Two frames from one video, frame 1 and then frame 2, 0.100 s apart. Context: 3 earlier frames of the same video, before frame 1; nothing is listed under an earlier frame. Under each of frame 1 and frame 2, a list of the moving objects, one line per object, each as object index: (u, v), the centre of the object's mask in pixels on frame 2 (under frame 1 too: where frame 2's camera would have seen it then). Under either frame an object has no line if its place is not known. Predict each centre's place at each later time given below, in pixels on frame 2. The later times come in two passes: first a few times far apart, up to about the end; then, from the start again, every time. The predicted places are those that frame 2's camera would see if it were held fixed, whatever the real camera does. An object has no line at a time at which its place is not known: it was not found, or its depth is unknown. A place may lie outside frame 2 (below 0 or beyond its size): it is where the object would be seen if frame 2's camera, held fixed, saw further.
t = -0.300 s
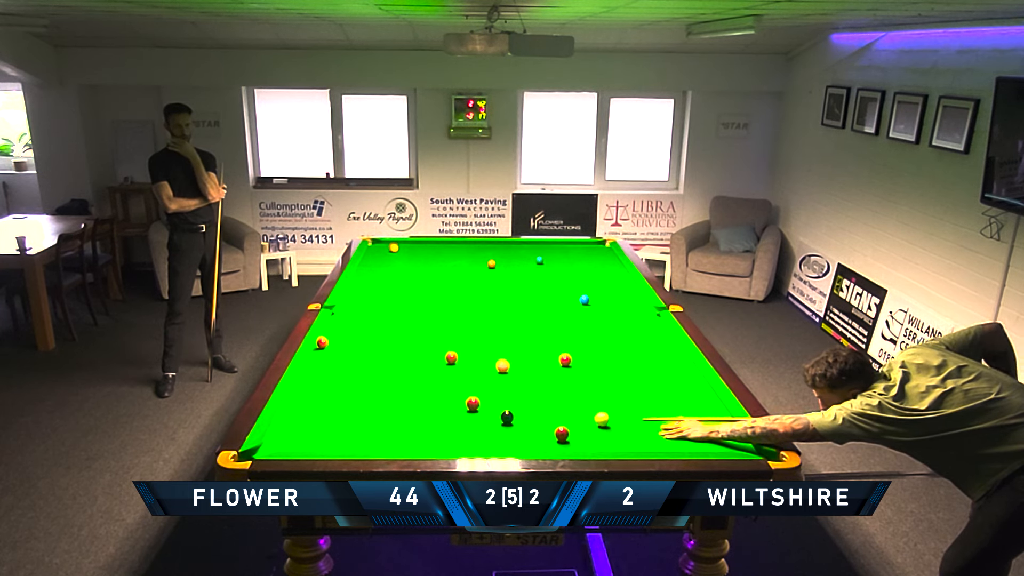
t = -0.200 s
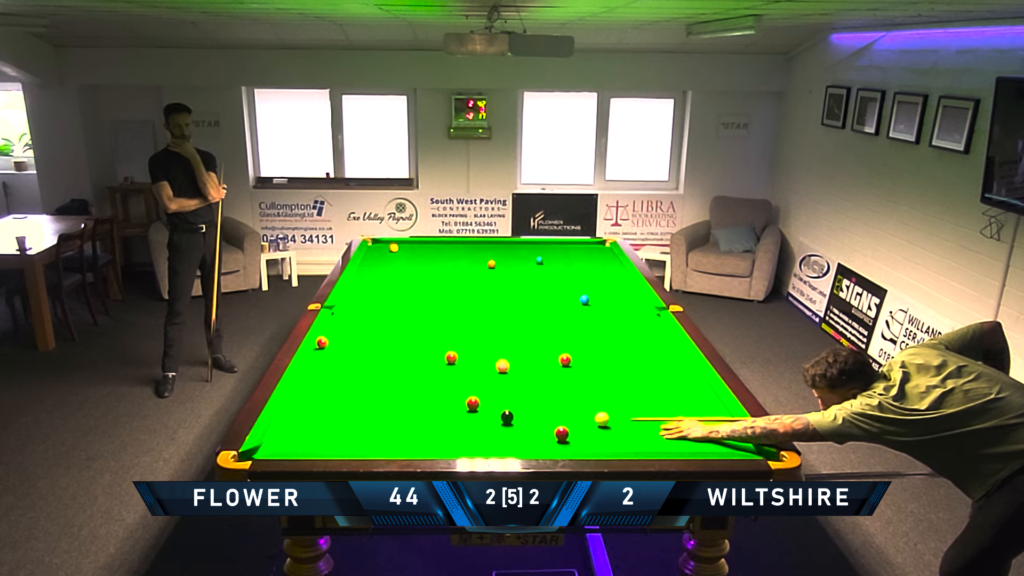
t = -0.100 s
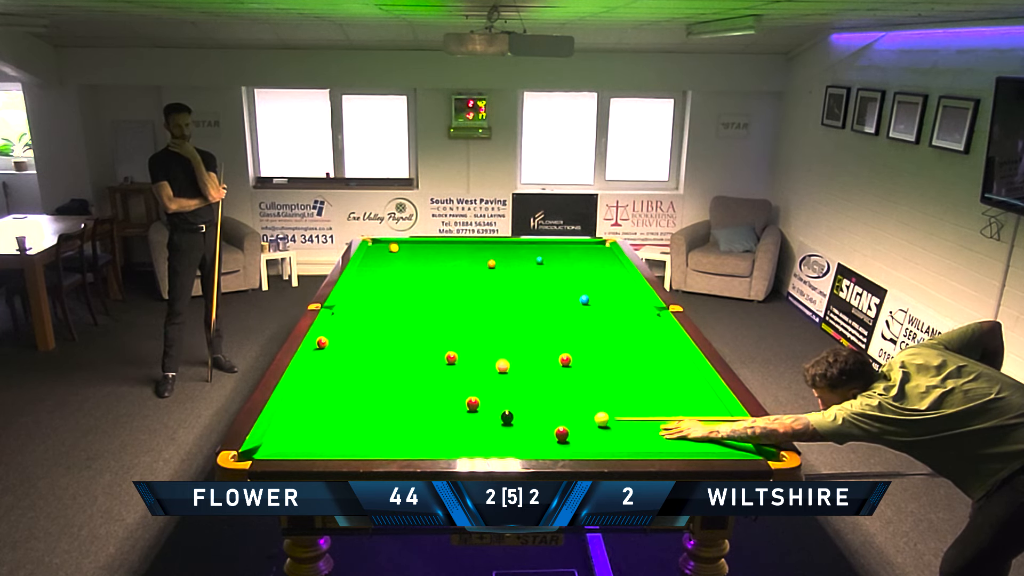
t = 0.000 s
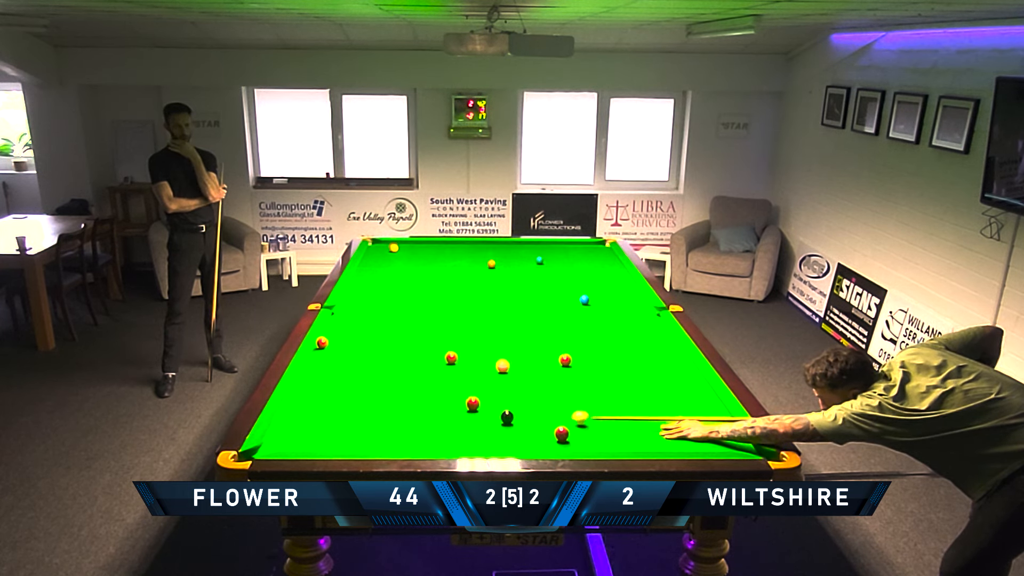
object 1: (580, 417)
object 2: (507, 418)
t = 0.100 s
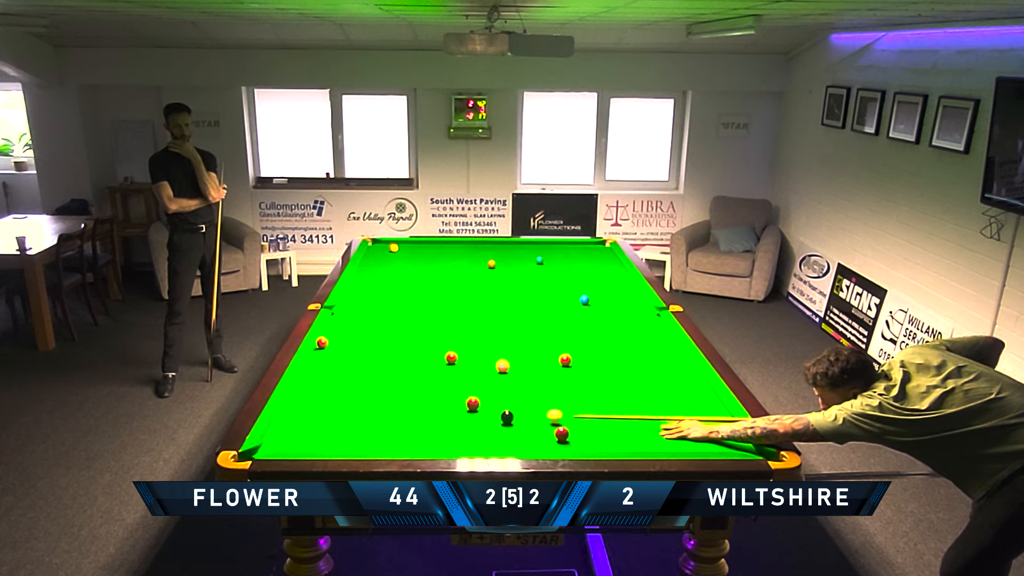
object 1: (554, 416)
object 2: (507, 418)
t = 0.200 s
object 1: (530, 415)
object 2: (507, 418)
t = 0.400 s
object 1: (508, 410)
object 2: (482, 421)
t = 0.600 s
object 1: (493, 404)
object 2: (456, 423)
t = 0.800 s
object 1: (482, 399)
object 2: (429, 427)
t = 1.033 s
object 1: (473, 393)
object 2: (399, 430)
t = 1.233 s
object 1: (466, 388)
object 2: (374, 433)
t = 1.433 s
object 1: (460, 384)
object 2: (349, 435)
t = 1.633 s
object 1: (454, 380)
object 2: (325, 438)
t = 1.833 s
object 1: (449, 377)
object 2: (302, 440)
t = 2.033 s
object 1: (444, 373)
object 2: (279, 442)
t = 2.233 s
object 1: (440, 370)
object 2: (277, 444)
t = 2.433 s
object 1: (435, 367)
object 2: (289, 445)
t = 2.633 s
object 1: (432, 365)
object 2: (300, 446)
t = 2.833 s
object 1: (429, 362)
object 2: (310, 447)
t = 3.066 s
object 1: (426, 360)
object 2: (321, 448)
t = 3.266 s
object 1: (424, 358)
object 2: (330, 448)
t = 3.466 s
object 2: (337, 447)
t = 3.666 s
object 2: (344, 447)
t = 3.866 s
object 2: (349, 447)
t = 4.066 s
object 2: (354, 447)
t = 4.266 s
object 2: (357, 446)
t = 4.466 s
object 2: (361, 446)
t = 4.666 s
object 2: (362, 446)
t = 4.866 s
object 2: (364, 446)
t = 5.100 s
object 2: (365, 446)
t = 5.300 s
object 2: (364, 446)
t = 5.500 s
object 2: (364, 446)
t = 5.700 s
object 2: (364, 446)
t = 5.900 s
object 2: (364, 446)
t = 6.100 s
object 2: (364, 446)
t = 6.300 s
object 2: (365, 446)
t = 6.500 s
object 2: (365, 446)
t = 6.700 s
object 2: (365, 445)
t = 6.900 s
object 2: (365, 446)
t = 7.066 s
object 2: (365, 445)
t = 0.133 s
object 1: (546, 416)
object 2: (507, 418)
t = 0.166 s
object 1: (538, 415)
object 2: (507, 418)
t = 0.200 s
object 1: (530, 415)
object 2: (507, 418)
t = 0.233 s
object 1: (522, 414)
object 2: (507, 418)
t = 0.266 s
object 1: (518, 414)
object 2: (503, 418)
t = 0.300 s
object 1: (516, 413)
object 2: (497, 419)
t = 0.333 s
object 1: (514, 412)
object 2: (491, 419)
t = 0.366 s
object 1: (511, 411)
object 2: (487, 420)
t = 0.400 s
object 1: (508, 410)
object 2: (482, 421)
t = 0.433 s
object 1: (506, 409)
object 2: (478, 421)
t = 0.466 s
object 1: (503, 408)
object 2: (473, 422)
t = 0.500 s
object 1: (501, 407)
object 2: (469, 422)
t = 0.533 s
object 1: (498, 406)
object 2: (464, 423)
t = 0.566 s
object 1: (495, 405)
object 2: (460, 423)
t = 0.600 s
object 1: (493, 404)
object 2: (456, 423)
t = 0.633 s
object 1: (491, 404)
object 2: (451, 424)
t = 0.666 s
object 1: (488, 402)
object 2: (447, 425)
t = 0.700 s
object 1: (486, 402)
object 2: (442, 425)
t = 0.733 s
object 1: (484, 401)
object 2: (438, 426)
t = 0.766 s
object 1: (483, 400)
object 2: (433, 426)
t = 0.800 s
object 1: (482, 399)
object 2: (429, 427)
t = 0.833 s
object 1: (480, 398)
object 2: (425, 427)
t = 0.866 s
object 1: (479, 397)
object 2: (420, 428)
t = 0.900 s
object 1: (478, 396)
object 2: (416, 428)
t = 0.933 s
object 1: (476, 395)
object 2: (412, 429)
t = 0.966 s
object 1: (475, 395)
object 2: (407, 429)
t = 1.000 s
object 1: (474, 394)
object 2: (403, 430)
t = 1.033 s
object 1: (473, 393)
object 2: (399, 430)
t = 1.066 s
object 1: (472, 392)
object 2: (395, 430)
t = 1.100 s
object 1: (471, 391)
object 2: (391, 431)
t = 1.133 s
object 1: (469, 391)
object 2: (386, 431)
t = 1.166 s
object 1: (468, 390)
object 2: (382, 432)
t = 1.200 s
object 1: (467, 389)
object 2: (378, 432)
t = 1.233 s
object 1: (466, 388)
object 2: (374, 433)
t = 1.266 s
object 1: (465, 387)
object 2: (370, 433)
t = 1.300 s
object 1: (464, 387)
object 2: (365, 434)
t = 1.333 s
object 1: (463, 386)
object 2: (361, 434)
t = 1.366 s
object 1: (462, 385)
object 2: (357, 434)
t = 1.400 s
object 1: (461, 385)
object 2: (353, 435)
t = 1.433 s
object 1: (460, 384)
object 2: (349, 435)
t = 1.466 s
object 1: (459, 383)
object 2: (345, 436)
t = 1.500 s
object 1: (458, 383)
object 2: (341, 436)
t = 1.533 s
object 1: (457, 382)
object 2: (337, 437)
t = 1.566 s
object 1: (456, 381)
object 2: (333, 437)
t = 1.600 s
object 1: (455, 381)
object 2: (329, 437)
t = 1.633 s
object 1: (454, 380)
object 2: (325, 438)
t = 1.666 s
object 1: (453, 380)
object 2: (321, 438)
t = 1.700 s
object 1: (452, 379)
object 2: (317, 439)
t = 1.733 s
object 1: (451, 378)
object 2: (313, 439)
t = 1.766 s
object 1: (450, 378)
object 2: (309, 439)
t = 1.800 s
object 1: (450, 377)
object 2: (305, 440)
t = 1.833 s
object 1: (449, 377)
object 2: (302, 440)
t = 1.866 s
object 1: (448, 376)
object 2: (298, 441)
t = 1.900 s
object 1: (447, 375)
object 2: (294, 441)
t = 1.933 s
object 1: (446, 374)
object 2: (290, 441)
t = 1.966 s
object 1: (446, 374)
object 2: (286, 441)
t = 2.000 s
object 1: (445, 373)
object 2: (282, 442)
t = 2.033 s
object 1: (444, 373)
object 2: (279, 442)
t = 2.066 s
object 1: (443, 373)
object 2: (275, 443)
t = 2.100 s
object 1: (442, 372)
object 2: (271, 443)
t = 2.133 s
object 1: (442, 371)
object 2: (271, 443)
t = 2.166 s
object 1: (441, 371)
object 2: (273, 444)
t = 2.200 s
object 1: (440, 371)
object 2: (275, 444)
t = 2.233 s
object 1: (440, 370)
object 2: (277, 444)
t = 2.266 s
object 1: (439, 370)
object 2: (279, 444)
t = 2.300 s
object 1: (438, 369)
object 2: (281, 444)
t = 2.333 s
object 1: (437, 369)
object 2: (283, 445)
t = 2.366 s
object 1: (437, 368)
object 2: (285, 445)
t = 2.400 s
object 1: (436, 368)
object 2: (287, 445)
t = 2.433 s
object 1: (435, 367)
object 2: (289, 445)
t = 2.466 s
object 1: (435, 367)
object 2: (291, 445)
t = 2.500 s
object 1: (434, 367)
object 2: (293, 445)
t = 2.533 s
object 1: (433, 366)
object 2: (295, 446)
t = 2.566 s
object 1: (433, 366)
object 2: (296, 446)
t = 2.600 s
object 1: (432, 365)
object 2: (298, 446)
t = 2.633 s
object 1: (432, 365)
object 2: (300, 446)
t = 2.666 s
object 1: (431, 364)
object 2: (302, 446)
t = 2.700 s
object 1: (431, 364)
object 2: (304, 446)
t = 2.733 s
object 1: (430, 364)
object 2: (305, 446)
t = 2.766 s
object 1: (430, 363)
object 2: (307, 447)
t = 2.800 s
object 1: (429, 363)
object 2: (309, 447)
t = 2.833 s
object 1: (429, 362)
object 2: (310, 447)
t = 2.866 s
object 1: (428, 362)
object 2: (312, 447)
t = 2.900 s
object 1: (428, 362)
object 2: (314, 447)
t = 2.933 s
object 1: (427, 362)
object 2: (315, 447)
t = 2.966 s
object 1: (427, 361)
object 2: (317, 447)
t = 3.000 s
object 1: (427, 361)
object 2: (318, 447)
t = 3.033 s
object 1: (426, 361)
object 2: (320, 448)
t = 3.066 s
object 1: (426, 360)
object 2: (321, 448)
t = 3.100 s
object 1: (425, 360)
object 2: (323, 448)
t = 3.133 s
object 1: (425, 359)
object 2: (324, 448)
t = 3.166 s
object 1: (425, 359)
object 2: (326, 448)
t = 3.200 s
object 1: (424, 359)
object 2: (327, 448)
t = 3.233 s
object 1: (424, 359)
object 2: (328, 448)
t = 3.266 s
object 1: (424, 358)
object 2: (330, 448)
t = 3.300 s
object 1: (423, 358)
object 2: (331, 448)
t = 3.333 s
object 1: (423, 358)
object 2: (332, 448)
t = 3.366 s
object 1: (423, 358)
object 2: (334, 447)
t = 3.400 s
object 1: (422, 358)
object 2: (335, 447)
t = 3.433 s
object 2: (336, 447)
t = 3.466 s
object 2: (337, 447)
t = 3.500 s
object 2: (338, 447)
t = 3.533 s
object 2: (339, 447)
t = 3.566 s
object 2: (341, 447)
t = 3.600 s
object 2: (342, 447)
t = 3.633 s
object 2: (343, 447)
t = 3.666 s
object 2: (344, 447)
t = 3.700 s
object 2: (345, 447)
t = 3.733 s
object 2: (346, 447)
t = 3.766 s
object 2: (347, 447)
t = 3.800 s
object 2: (347, 447)
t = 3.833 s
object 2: (348, 447)
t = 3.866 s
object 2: (349, 447)
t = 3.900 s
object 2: (350, 447)
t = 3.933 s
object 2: (351, 447)
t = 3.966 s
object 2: (352, 447)
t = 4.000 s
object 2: (352, 447)
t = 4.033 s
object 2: (353, 447)
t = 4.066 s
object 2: (354, 447)
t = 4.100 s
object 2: (354, 447)
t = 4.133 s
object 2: (355, 447)
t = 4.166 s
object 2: (356, 446)
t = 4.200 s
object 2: (356, 447)
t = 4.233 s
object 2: (357, 446)
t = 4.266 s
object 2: (357, 446)
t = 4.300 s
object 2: (358, 446)
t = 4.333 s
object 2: (359, 446)
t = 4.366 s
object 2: (359, 446)
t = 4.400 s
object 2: (360, 446)
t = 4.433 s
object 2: (360, 446)
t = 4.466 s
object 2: (361, 446)
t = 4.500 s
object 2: (361, 446)
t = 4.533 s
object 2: (361, 446)
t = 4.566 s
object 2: (362, 446)
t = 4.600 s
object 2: (362, 446)
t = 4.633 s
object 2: (362, 446)
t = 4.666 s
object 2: (362, 446)
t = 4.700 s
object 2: (363, 446)
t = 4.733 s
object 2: (363, 446)
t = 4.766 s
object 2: (363, 446)
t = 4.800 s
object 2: (364, 446)
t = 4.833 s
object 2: (364, 446)
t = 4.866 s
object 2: (364, 446)
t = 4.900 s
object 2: (364, 446)
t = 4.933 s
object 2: (364, 446)
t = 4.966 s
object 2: (364, 446)
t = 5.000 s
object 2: (364, 446)
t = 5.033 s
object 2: (364, 446)
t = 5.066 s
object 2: (364, 446)
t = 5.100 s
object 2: (365, 446)
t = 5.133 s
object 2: (364, 446)
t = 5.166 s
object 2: (365, 446)
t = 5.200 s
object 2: (364, 446)
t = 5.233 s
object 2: (365, 446)
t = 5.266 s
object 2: (364, 446)
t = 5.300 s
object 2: (364, 446)
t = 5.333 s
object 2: (364, 446)
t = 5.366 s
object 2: (364, 446)
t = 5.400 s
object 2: (364, 446)
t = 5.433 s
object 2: (364, 446)
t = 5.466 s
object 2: (364, 446)
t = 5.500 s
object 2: (364, 446)
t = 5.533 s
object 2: (364, 446)
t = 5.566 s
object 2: (364, 446)
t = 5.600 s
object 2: (364, 446)
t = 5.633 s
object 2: (364, 446)
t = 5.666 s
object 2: (364, 446)
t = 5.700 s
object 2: (364, 446)
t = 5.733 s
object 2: (364, 446)
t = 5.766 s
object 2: (364, 446)
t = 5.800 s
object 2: (364, 446)
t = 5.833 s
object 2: (364, 446)
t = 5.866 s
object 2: (364, 446)
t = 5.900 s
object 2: (364, 446)
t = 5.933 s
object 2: (364, 446)
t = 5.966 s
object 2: (364, 446)
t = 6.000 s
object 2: (364, 446)
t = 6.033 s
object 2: (364, 446)
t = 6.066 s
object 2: (364, 446)
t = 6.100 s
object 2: (364, 446)
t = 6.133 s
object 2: (365, 446)
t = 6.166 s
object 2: (365, 446)
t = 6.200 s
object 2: (364, 446)
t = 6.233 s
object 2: (365, 446)
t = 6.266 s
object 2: (365, 446)
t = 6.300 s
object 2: (365, 446)
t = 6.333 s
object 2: (365, 446)
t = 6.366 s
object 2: (364, 446)
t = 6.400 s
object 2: (364, 446)
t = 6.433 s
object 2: (364, 446)
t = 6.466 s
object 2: (365, 446)
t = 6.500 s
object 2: (365, 446)
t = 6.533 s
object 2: (365, 445)
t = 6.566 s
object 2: (364, 446)
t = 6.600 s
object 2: (365, 446)
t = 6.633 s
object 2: (365, 445)
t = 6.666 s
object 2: (365, 445)
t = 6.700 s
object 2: (365, 445)
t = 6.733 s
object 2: (365, 445)
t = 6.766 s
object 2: (365, 446)
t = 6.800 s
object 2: (365, 446)
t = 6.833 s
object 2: (365, 446)
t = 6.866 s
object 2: (365, 446)
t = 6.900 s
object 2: (365, 446)
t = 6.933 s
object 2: (365, 445)
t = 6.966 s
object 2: (365, 445)
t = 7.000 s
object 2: (364, 446)
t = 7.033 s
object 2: (365, 445)
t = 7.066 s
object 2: (365, 445)
